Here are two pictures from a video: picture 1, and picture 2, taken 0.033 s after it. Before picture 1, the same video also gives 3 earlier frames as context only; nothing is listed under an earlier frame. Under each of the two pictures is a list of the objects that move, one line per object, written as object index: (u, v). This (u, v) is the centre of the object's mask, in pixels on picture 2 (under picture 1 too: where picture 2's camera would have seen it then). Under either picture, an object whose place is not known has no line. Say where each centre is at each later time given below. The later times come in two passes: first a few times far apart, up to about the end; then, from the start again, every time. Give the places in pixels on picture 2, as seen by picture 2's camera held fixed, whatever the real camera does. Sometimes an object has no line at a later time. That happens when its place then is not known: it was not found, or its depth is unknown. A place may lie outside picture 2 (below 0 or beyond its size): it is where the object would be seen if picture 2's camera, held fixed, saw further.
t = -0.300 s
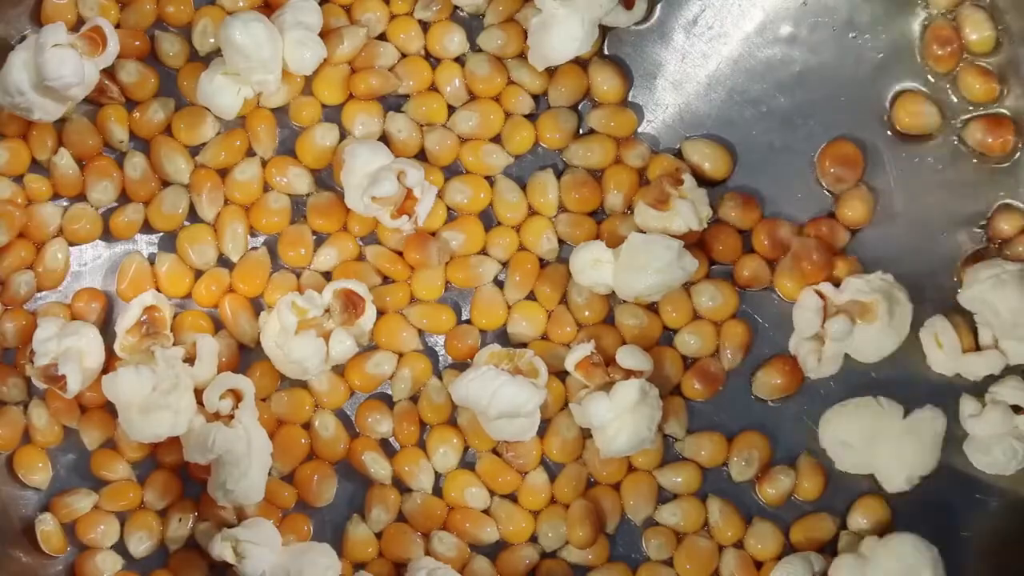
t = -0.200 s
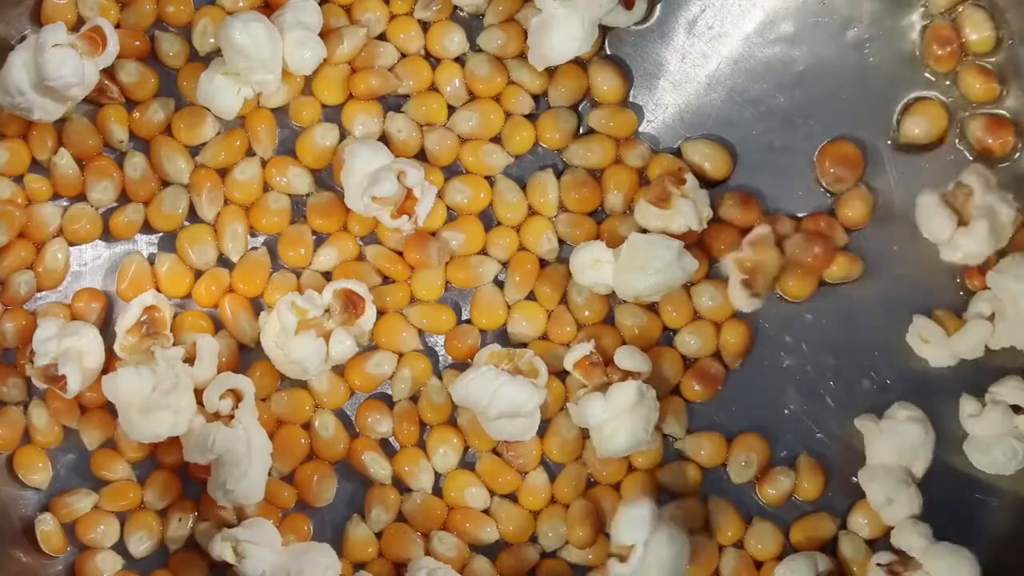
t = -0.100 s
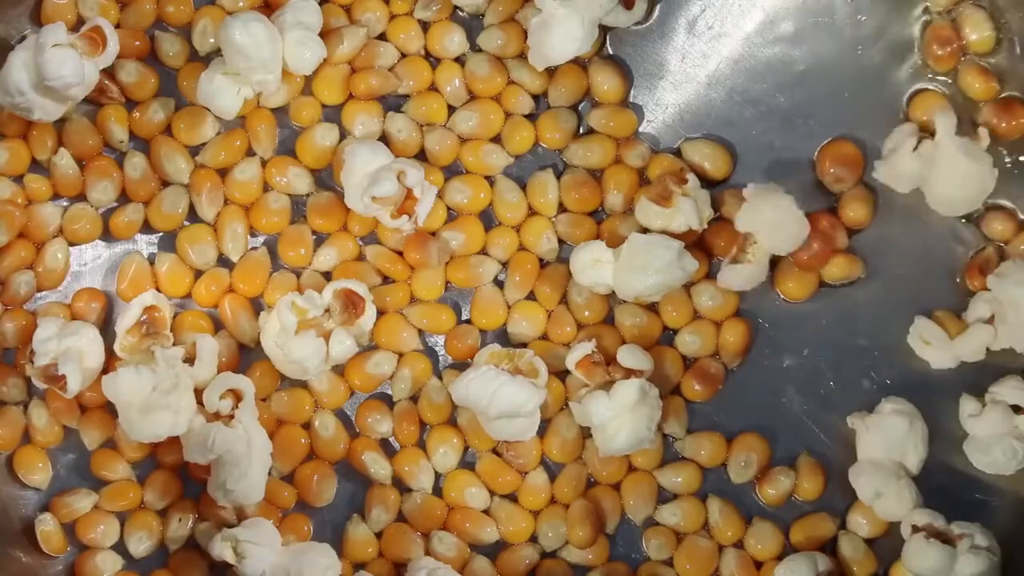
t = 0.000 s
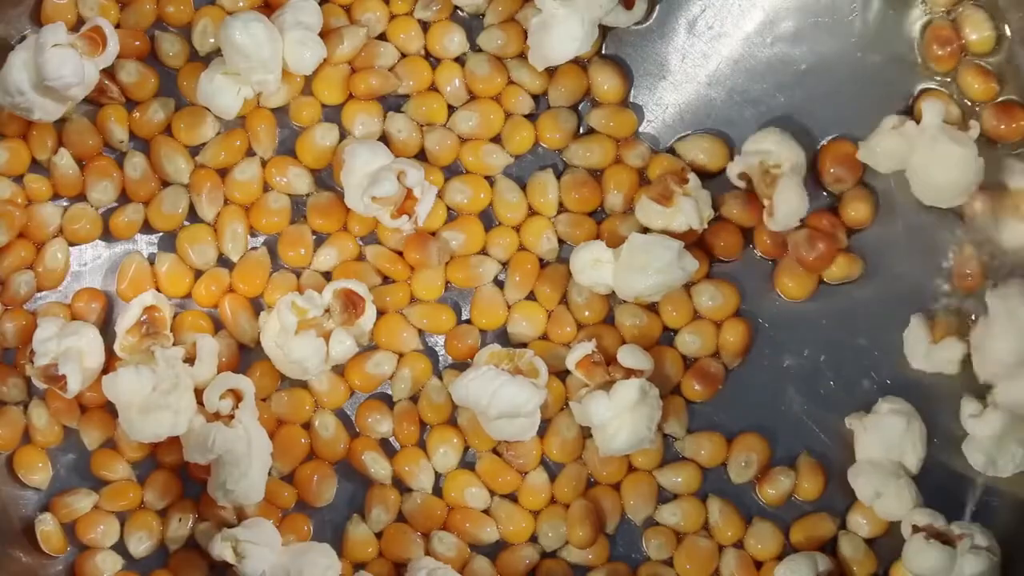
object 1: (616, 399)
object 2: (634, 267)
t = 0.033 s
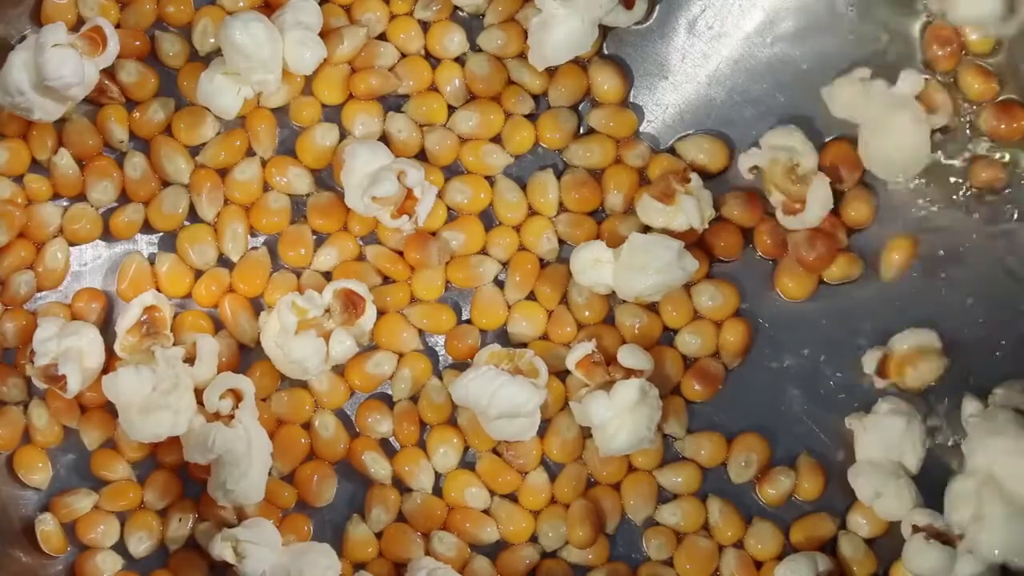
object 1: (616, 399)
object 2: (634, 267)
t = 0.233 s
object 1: (616, 399)
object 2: (633, 267)
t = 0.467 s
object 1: (629, 382)
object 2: (630, 257)
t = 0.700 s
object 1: (628, 382)
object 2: (629, 255)
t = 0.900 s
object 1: (628, 382)
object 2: (629, 255)
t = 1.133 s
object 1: (628, 382)
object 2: (629, 255)
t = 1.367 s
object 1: (628, 382)
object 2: (629, 254)
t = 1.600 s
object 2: (629, 254)
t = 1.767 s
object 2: (629, 254)
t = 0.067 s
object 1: (616, 399)
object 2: (634, 267)
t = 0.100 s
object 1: (616, 399)
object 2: (634, 267)
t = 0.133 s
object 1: (616, 399)
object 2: (633, 267)
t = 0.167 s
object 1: (616, 399)
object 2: (633, 267)
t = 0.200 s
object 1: (616, 399)
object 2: (633, 267)
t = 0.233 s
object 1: (616, 399)
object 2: (633, 267)
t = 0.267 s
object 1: (616, 399)
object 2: (633, 267)
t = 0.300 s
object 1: (616, 399)
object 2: (633, 267)
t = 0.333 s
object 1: (616, 399)
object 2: (633, 267)
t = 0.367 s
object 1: (616, 398)
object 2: (633, 267)
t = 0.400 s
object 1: (608, 393)
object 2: (633, 267)
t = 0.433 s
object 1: (617, 393)
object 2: (632, 266)
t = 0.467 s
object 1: (629, 382)
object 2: (630, 257)
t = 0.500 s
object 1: (628, 382)
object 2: (629, 256)
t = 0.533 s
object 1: (628, 382)
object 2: (629, 255)
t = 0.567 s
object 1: (628, 382)
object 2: (629, 255)
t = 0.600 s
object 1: (628, 382)
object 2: (629, 255)
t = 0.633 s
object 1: (628, 382)
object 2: (629, 255)
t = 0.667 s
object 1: (628, 382)
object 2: (629, 255)
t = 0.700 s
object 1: (628, 382)
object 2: (629, 255)
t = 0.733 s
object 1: (628, 382)
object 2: (629, 255)
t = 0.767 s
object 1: (628, 382)
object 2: (629, 255)
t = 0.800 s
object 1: (628, 382)
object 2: (629, 255)
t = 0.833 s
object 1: (628, 382)
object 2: (629, 255)
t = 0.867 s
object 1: (628, 382)
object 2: (629, 255)
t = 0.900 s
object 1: (628, 382)
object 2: (629, 255)
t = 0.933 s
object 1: (628, 382)
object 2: (629, 255)
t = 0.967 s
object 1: (628, 382)
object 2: (629, 255)
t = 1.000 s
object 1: (628, 382)
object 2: (629, 255)
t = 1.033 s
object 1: (628, 382)
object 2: (629, 255)
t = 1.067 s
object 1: (628, 382)
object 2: (629, 255)
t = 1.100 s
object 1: (628, 382)
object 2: (629, 255)
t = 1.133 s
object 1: (628, 382)
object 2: (629, 255)
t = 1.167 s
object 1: (628, 382)
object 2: (629, 255)
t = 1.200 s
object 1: (628, 382)
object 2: (629, 255)
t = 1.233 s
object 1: (628, 382)
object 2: (629, 255)
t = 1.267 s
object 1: (628, 382)
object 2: (629, 255)
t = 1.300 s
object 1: (628, 382)
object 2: (629, 255)
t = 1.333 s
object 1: (628, 382)
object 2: (629, 255)
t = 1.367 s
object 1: (628, 382)
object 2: (629, 254)
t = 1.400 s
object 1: (628, 382)
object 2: (629, 255)
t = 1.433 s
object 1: (628, 382)
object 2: (629, 254)
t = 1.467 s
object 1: (628, 382)
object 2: (629, 254)
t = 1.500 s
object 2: (629, 255)
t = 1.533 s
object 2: (629, 254)
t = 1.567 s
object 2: (629, 254)
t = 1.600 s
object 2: (629, 254)
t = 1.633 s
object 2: (629, 254)
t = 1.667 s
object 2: (629, 254)
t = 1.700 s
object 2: (629, 254)
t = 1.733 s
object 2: (629, 254)
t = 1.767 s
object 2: (629, 254)
